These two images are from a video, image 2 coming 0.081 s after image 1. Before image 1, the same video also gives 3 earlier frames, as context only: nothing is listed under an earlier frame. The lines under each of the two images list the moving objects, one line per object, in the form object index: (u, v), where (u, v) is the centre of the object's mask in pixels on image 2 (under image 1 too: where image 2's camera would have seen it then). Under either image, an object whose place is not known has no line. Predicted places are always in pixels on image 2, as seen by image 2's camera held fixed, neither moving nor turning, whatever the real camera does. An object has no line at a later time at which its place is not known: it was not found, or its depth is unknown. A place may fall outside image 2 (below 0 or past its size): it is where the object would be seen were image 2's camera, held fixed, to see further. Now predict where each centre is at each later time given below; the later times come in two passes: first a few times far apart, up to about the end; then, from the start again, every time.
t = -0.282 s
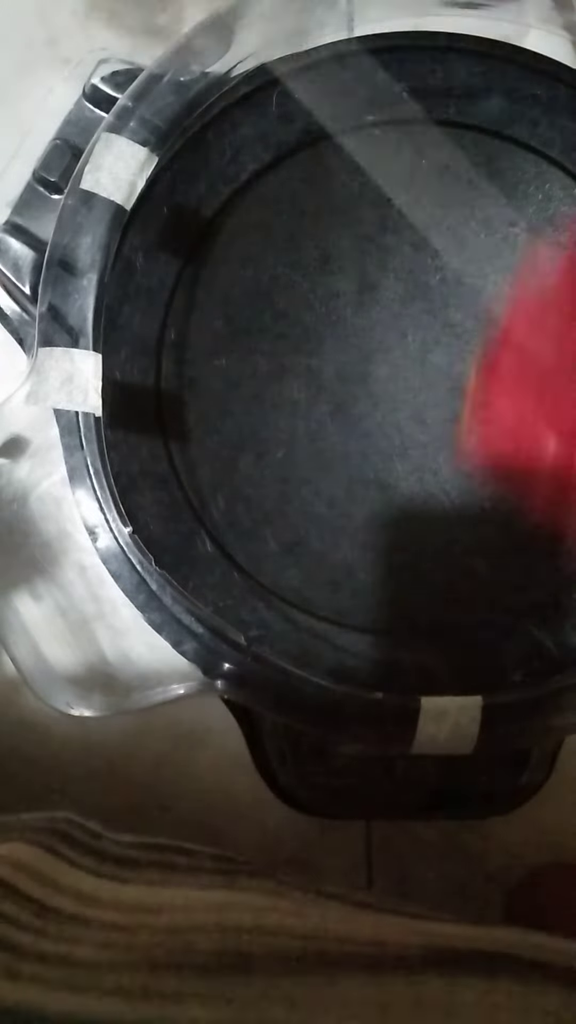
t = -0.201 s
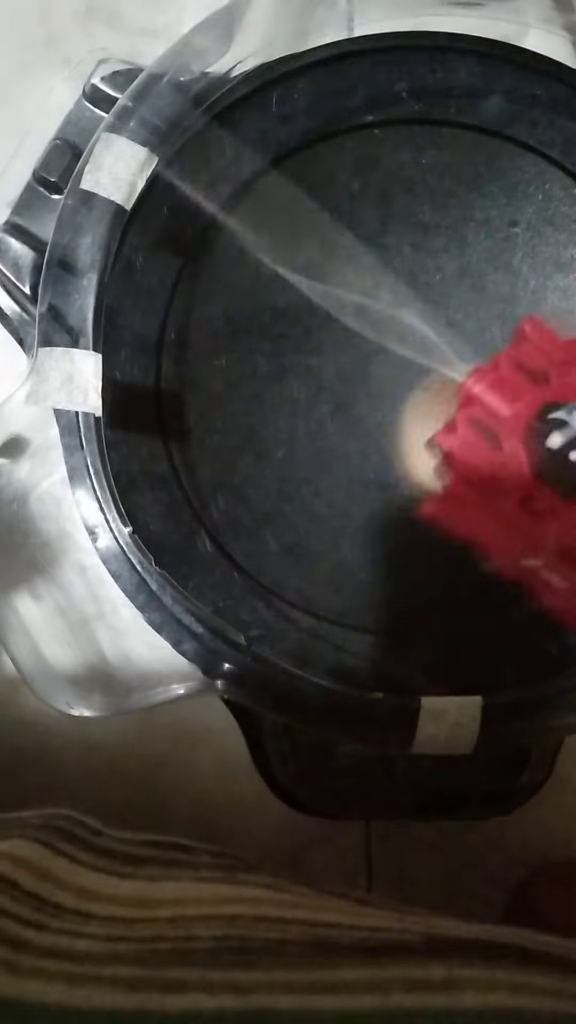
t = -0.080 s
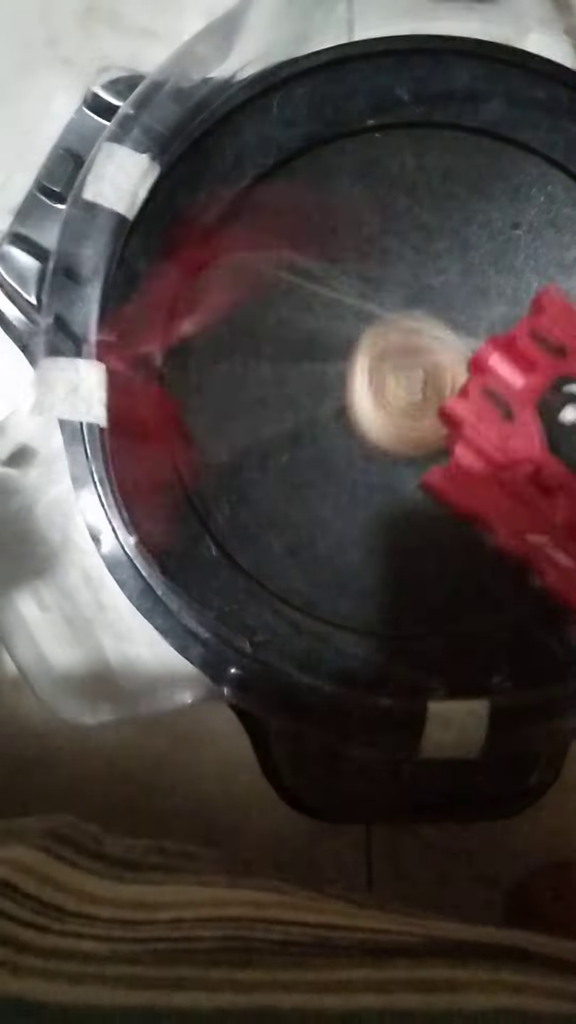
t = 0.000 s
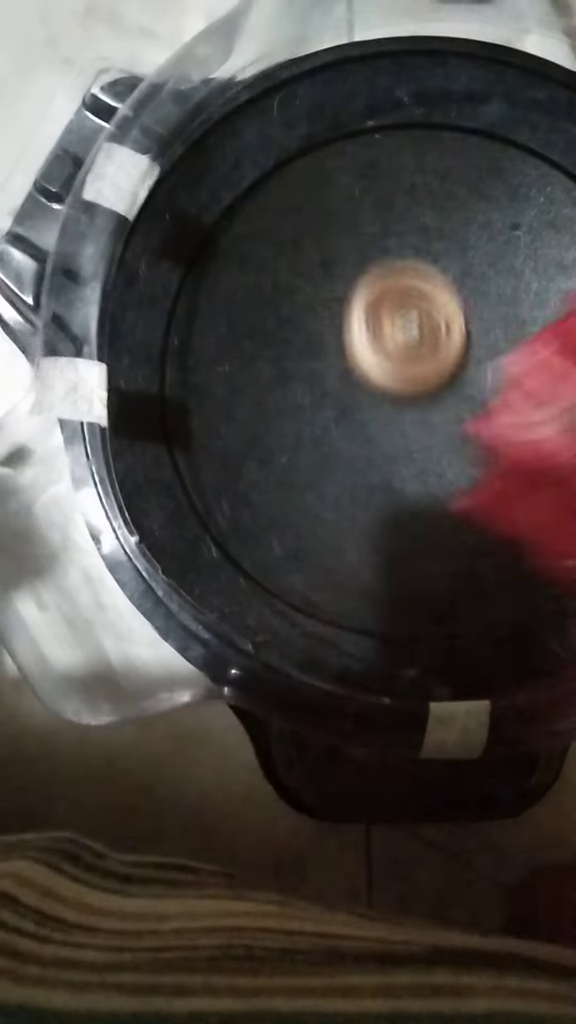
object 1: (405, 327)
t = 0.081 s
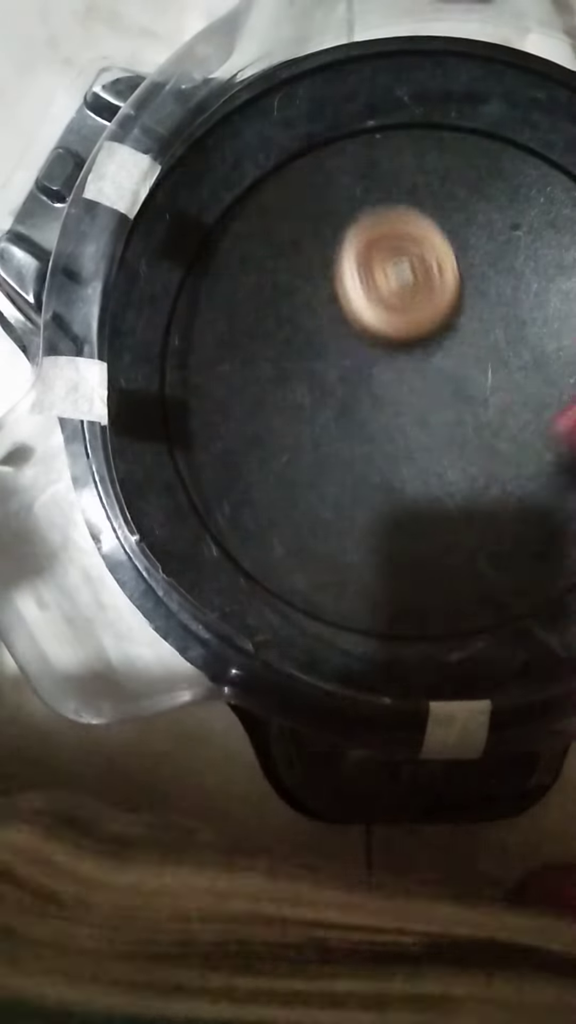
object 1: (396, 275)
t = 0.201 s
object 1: (363, 229)
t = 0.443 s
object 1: (276, 282)
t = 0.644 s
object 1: (289, 398)
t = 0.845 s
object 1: (430, 409)
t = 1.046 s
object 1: (531, 290)
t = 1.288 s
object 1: (472, 167)
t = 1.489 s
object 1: (312, 235)
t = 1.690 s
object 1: (341, 447)
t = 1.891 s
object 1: (533, 514)
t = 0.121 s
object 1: (388, 253)
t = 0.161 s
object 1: (377, 239)
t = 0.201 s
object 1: (363, 229)
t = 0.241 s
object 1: (348, 225)
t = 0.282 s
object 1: (333, 227)
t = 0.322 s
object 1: (317, 235)
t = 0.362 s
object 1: (301, 247)
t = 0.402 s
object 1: (287, 263)
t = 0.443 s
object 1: (276, 282)
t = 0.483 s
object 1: (267, 304)
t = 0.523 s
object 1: (262, 329)
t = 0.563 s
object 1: (264, 354)
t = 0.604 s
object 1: (274, 378)
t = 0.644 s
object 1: (289, 398)
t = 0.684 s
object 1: (310, 412)
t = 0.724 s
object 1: (336, 421)
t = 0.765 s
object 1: (365, 423)
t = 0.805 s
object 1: (397, 420)
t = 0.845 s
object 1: (430, 409)
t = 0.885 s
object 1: (463, 393)
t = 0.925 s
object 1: (490, 371)
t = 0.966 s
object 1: (513, 345)
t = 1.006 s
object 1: (525, 318)
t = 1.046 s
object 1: (531, 290)
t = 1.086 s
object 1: (534, 261)
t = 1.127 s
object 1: (531, 235)
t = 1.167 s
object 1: (526, 212)
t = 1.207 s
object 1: (516, 193)
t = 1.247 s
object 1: (499, 177)
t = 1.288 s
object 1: (472, 167)
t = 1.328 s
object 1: (440, 161)
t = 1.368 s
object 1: (405, 163)
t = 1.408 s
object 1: (369, 176)
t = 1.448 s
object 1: (337, 201)
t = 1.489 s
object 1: (312, 235)
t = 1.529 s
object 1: (296, 276)
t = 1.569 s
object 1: (291, 322)
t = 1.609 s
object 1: (298, 367)
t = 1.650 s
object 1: (315, 410)
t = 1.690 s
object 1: (341, 447)
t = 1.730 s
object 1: (375, 478)
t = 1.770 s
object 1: (417, 502)
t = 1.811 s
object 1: (463, 516)
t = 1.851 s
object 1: (507, 519)
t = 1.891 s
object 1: (533, 514)
